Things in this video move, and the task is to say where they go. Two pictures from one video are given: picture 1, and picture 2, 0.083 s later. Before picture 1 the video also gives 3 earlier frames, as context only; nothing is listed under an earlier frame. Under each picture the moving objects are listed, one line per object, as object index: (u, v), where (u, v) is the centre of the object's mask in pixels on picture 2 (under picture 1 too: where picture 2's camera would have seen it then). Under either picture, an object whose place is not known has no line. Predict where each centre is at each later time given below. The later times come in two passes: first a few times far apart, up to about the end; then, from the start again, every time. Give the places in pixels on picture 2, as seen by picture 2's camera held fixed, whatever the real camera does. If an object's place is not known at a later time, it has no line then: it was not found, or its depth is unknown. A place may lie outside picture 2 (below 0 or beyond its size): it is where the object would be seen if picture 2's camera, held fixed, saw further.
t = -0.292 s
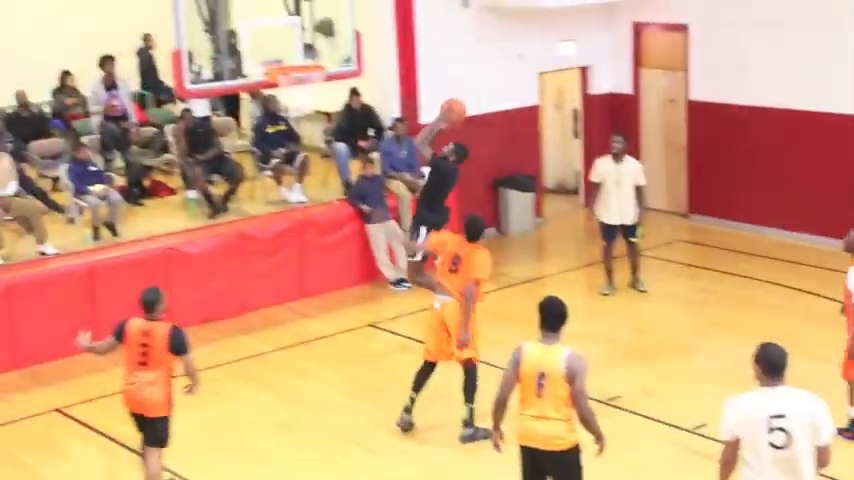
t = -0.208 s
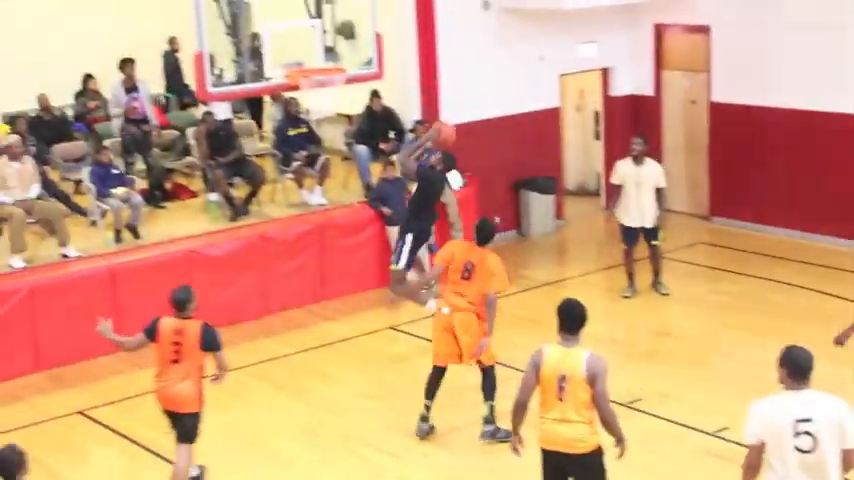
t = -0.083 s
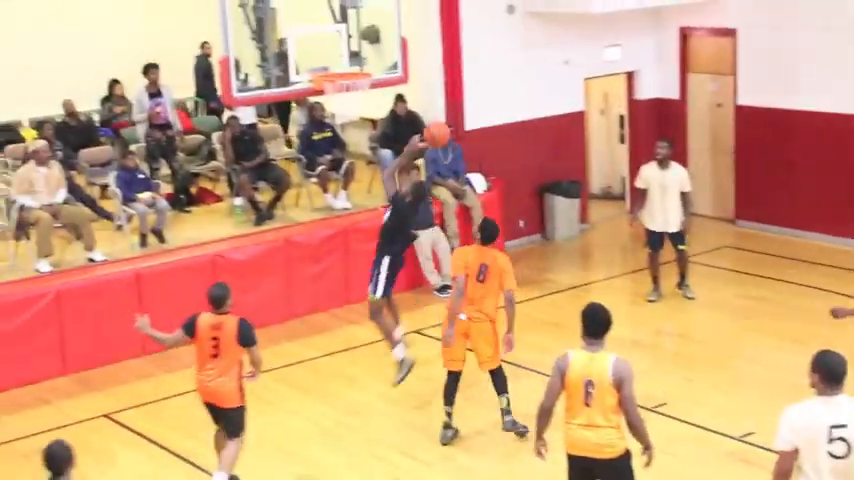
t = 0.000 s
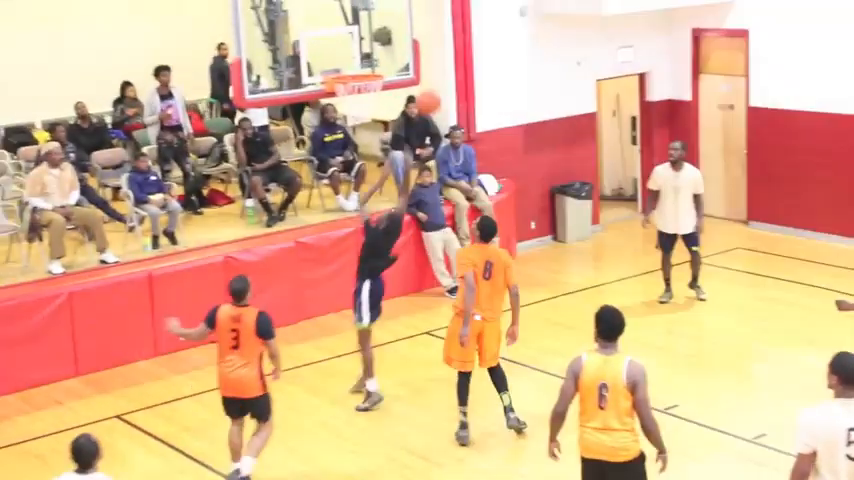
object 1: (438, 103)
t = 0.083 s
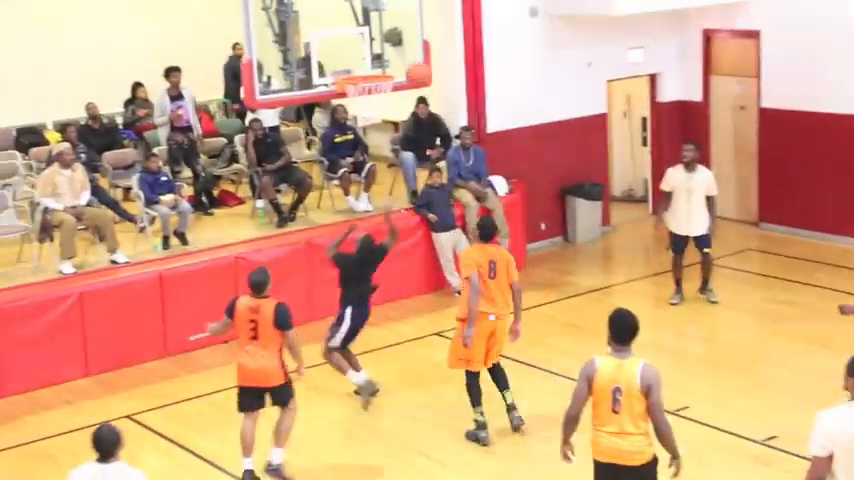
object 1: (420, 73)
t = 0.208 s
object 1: (389, 44)
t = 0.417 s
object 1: (361, 41)
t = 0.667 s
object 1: (369, 97)
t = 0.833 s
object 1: (390, 116)
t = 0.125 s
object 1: (408, 63)
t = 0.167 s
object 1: (398, 53)
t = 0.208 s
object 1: (389, 44)
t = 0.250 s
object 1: (378, 40)
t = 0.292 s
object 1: (369, 35)
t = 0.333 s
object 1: (365, 35)
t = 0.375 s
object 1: (363, 37)
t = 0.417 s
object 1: (361, 41)
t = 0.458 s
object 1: (359, 47)
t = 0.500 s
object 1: (358, 56)
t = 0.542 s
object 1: (357, 67)
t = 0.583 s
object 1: (356, 75)
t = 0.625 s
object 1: (359, 87)
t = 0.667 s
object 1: (369, 97)
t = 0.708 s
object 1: (379, 102)
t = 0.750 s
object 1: (386, 108)
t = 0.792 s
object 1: (384, 115)
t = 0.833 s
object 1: (390, 116)
